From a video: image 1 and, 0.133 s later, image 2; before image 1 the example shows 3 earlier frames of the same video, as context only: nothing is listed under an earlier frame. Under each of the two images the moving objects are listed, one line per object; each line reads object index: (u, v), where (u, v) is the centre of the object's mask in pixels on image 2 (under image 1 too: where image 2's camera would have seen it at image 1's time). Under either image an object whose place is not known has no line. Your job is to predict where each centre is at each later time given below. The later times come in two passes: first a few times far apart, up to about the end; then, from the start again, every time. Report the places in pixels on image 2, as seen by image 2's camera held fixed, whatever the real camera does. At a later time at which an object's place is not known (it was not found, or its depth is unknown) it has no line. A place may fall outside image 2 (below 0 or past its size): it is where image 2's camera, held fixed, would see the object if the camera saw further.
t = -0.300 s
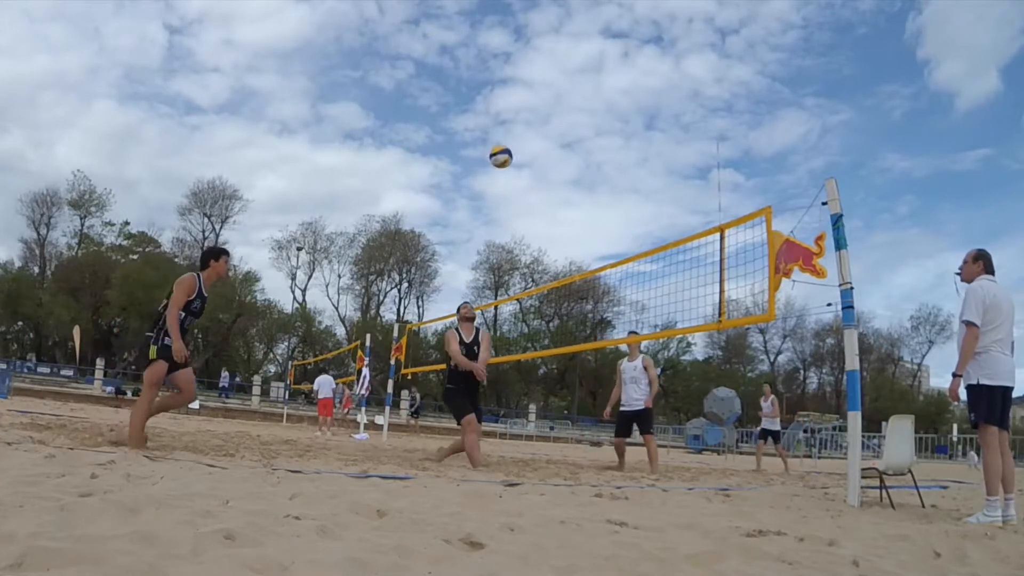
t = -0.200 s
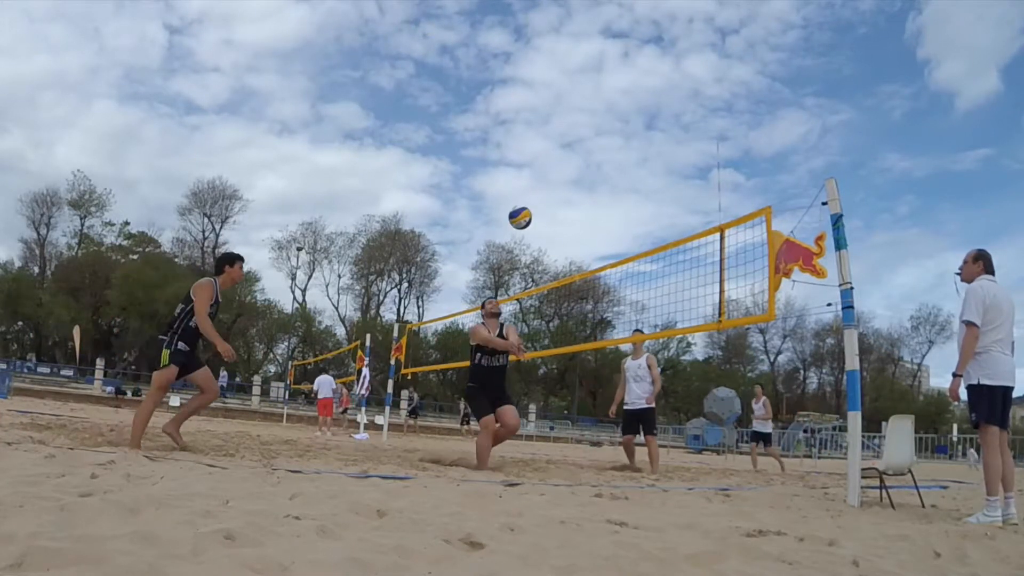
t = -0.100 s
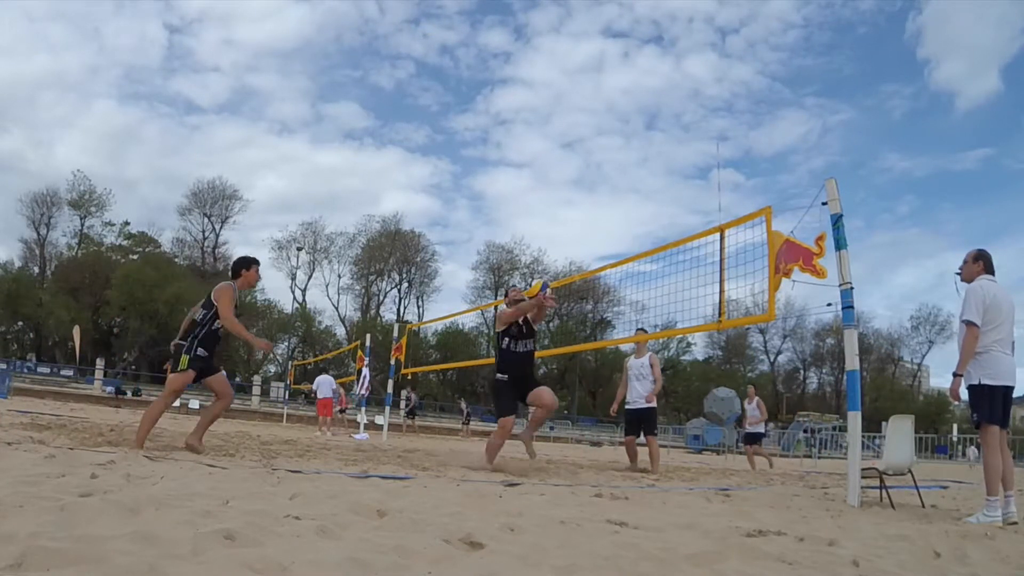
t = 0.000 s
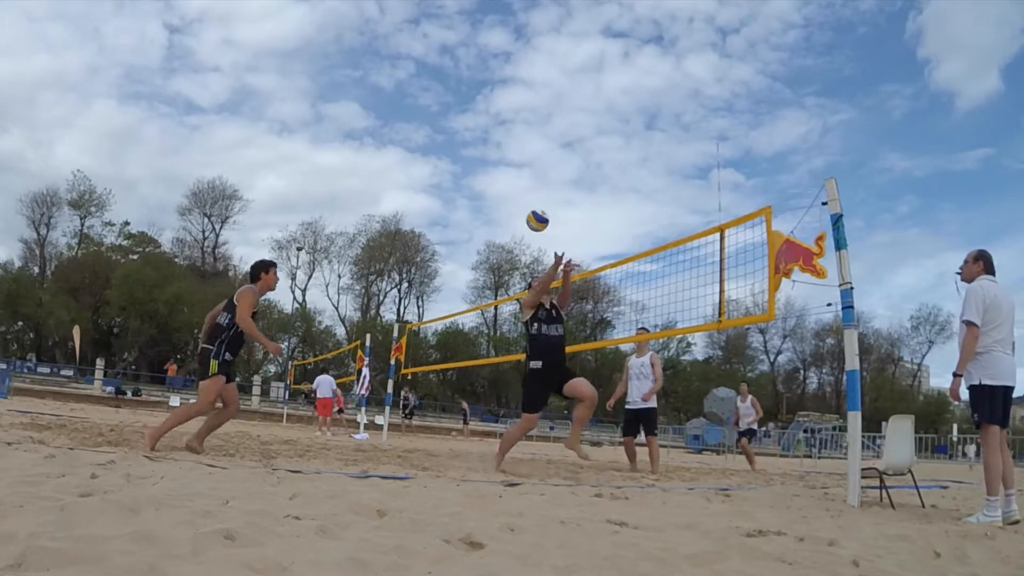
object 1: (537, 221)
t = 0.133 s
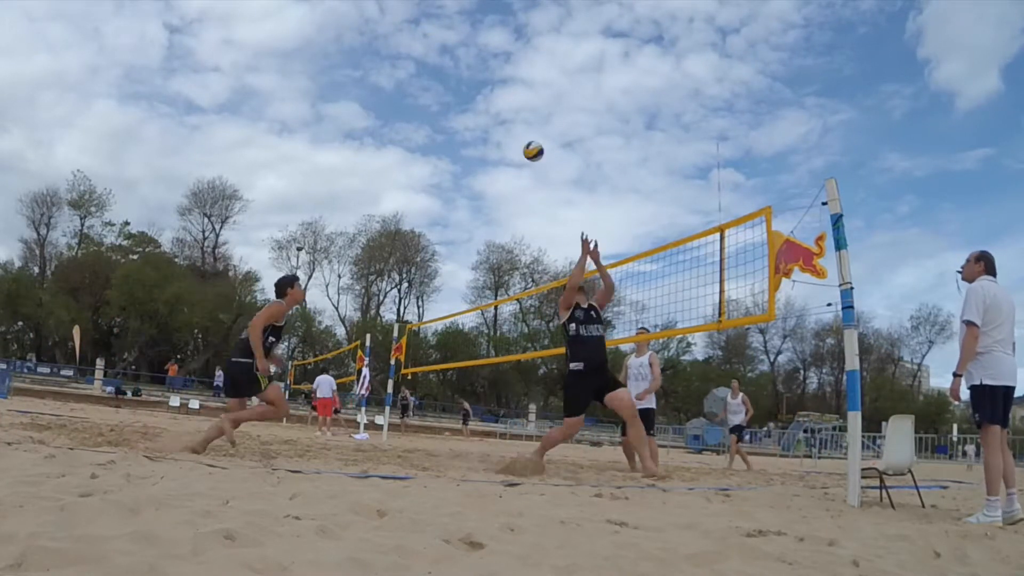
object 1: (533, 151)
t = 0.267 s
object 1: (528, 107)
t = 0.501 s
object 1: (519, 72)
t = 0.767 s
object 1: (512, 82)
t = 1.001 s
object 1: (505, 127)
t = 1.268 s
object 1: (497, 217)
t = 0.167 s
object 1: (532, 138)
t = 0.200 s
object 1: (531, 126)
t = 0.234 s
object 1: (529, 116)
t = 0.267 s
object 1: (528, 107)
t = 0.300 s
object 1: (527, 98)
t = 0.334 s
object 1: (525, 93)
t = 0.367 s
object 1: (524, 86)
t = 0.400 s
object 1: (523, 81)
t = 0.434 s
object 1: (522, 77)
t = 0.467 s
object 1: (521, 74)
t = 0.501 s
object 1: (519, 72)
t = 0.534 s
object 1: (518, 71)
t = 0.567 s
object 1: (517, 70)
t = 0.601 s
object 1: (516, 70)
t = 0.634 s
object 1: (515, 72)
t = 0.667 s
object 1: (514, 73)
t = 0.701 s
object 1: (513, 76)
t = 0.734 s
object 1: (512, 78)
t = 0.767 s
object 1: (512, 82)
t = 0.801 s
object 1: (511, 86)
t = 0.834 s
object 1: (509, 91)
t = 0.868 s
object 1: (509, 97)
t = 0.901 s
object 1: (508, 104)
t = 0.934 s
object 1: (507, 111)
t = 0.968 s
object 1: (506, 118)
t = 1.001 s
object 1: (505, 127)
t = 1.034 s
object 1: (504, 136)
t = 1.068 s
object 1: (503, 145)
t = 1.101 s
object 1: (502, 155)
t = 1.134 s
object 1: (501, 166)
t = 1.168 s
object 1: (500, 178)
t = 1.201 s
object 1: (499, 190)
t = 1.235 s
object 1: (498, 203)
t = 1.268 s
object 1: (497, 217)
